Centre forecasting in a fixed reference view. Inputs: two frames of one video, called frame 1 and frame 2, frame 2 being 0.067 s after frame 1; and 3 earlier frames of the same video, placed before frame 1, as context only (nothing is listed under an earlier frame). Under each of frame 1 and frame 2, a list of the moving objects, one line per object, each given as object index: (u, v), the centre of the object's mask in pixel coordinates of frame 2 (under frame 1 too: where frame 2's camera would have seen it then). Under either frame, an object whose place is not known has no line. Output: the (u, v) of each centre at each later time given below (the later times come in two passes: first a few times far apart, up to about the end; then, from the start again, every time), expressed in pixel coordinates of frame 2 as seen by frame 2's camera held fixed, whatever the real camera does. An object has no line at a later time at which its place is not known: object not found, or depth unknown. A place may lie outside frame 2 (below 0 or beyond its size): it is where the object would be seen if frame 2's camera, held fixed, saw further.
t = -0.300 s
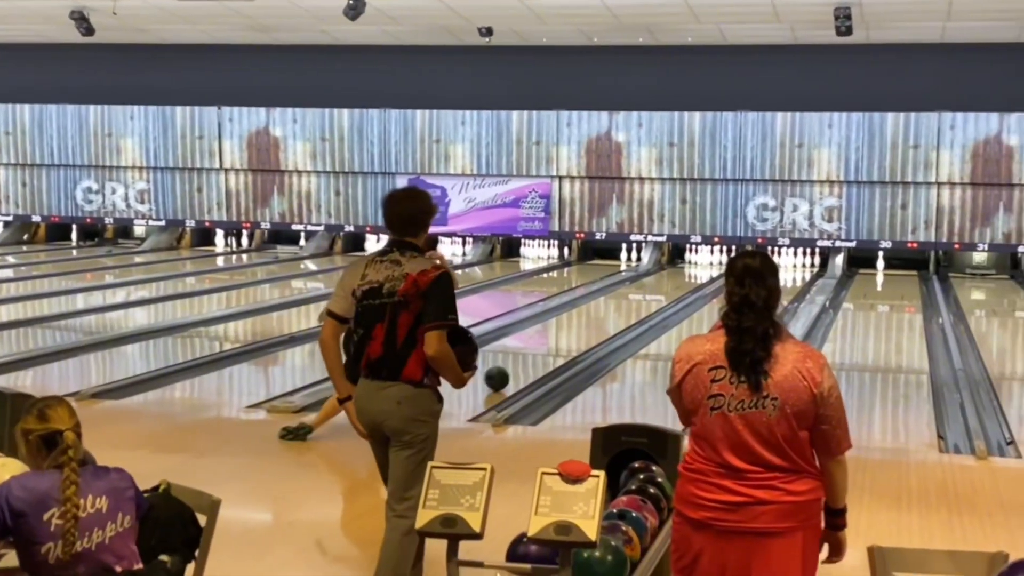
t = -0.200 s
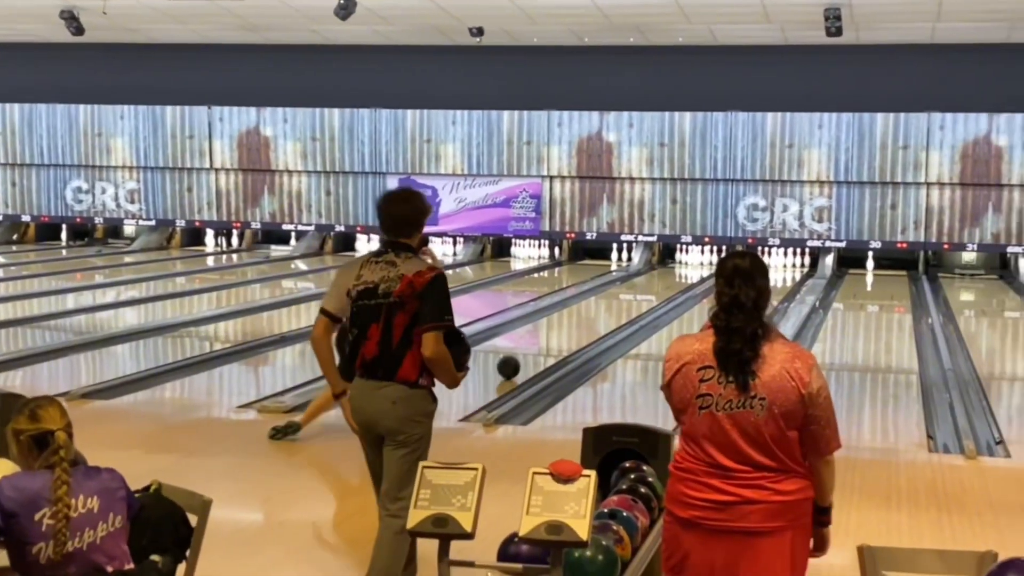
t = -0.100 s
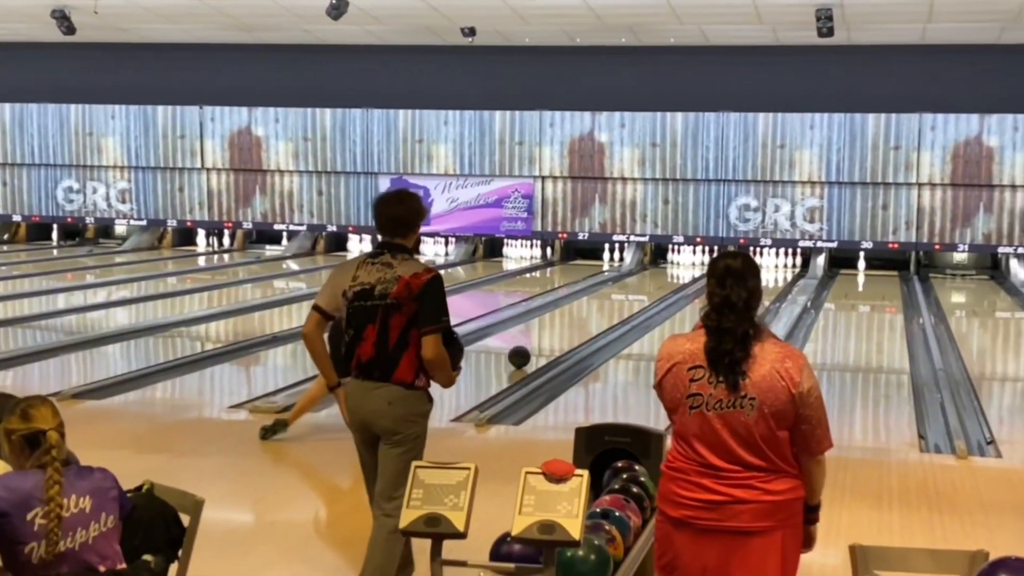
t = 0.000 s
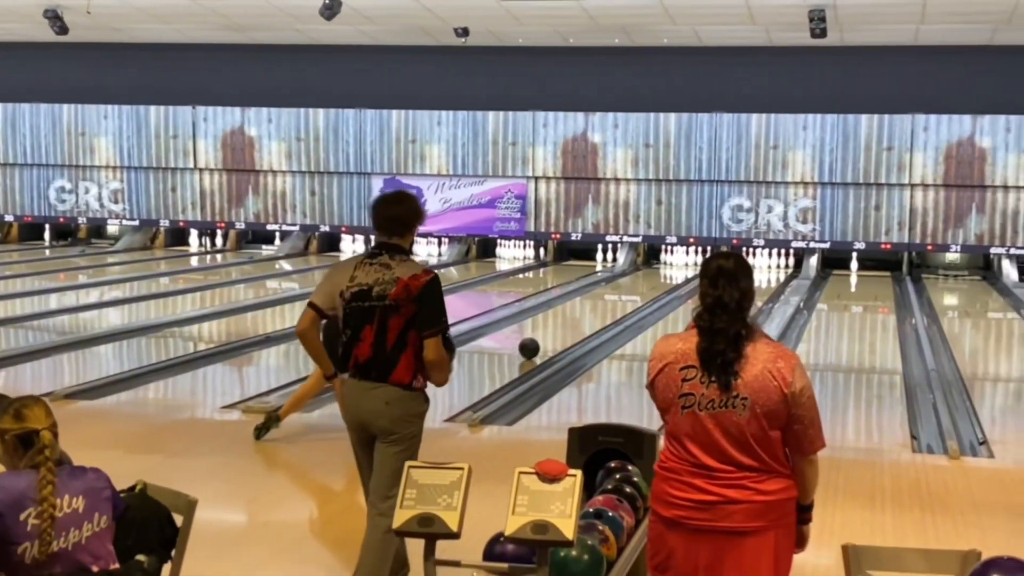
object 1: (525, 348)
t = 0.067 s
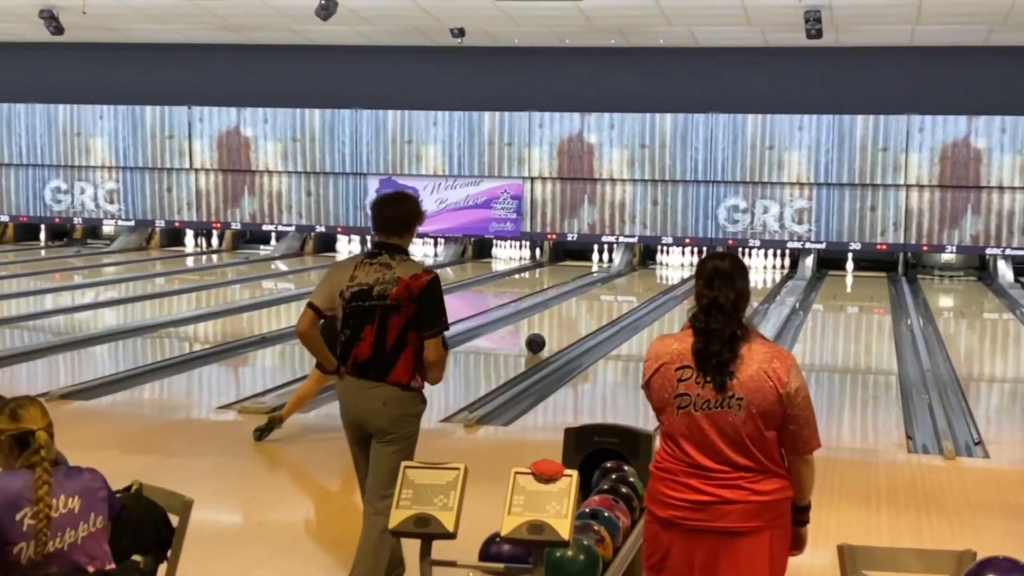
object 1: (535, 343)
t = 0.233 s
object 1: (558, 331)
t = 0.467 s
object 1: (585, 317)
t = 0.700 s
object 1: (606, 305)
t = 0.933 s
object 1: (624, 296)
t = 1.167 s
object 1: (639, 287)
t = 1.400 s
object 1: (654, 280)
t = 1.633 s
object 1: (662, 273)
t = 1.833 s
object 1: (669, 269)
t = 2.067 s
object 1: (674, 264)
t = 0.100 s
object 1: (540, 340)
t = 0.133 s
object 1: (545, 338)
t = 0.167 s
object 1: (549, 335)
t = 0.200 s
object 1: (554, 332)
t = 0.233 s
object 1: (558, 331)
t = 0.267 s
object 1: (562, 328)
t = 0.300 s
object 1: (566, 326)
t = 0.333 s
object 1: (570, 325)
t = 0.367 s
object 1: (574, 323)
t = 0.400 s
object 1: (578, 320)
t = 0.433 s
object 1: (581, 319)
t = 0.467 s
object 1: (585, 317)
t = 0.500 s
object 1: (588, 315)
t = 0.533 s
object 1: (591, 314)
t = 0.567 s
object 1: (594, 312)
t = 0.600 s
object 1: (597, 310)
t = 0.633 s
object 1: (600, 308)
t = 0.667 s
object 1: (604, 307)
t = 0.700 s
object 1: (606, 305)
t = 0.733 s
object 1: (609, 304)
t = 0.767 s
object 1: (612, 302)
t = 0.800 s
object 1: (615, 300)
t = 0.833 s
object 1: (617, 299)
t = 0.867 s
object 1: (619, 298)
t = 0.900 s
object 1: (622, 297)
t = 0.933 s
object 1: (624, 296)
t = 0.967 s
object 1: (626, 294)
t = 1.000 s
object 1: (629, 292)
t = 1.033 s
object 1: (631, 291)
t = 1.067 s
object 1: (634, 291)
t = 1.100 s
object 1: (636, 288)
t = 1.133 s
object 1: (637, 288)
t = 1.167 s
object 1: (639, 287)
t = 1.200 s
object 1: (641, 286)
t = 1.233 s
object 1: (643, 285)
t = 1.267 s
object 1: (645, 284)
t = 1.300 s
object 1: (647, 283)
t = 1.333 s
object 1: (648, 283)
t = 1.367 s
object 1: (651, 282)
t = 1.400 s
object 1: (654, 280)
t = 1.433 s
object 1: (654, 278)
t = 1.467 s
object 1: (655, 278)
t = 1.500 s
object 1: (656, 277)
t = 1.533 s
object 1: (658, 275)
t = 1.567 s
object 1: (659, 274)
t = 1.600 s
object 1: (661, 274)
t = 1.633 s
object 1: (662, 273)
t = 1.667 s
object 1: (664, 272)
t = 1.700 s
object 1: (664, 271)
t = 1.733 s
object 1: (665, 271)
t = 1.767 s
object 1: (667, 270)
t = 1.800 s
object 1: (668, 269)
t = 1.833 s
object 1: (669, 269)
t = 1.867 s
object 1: (670, 268)
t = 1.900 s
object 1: (670, 267)
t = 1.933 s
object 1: (671, 267)
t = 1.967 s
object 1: (672, 266)
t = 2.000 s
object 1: (672, 266)
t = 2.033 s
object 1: (673, 265)
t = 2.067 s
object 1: (674, 264)
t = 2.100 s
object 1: (674, 263)
